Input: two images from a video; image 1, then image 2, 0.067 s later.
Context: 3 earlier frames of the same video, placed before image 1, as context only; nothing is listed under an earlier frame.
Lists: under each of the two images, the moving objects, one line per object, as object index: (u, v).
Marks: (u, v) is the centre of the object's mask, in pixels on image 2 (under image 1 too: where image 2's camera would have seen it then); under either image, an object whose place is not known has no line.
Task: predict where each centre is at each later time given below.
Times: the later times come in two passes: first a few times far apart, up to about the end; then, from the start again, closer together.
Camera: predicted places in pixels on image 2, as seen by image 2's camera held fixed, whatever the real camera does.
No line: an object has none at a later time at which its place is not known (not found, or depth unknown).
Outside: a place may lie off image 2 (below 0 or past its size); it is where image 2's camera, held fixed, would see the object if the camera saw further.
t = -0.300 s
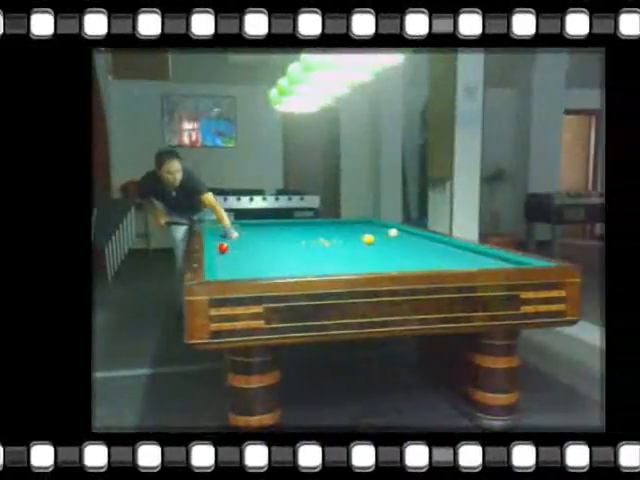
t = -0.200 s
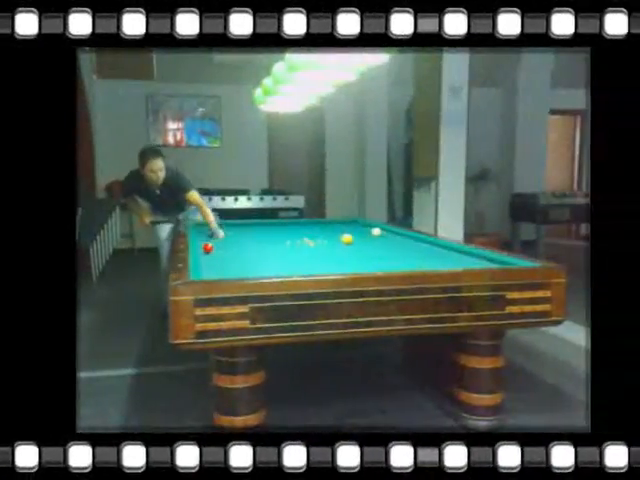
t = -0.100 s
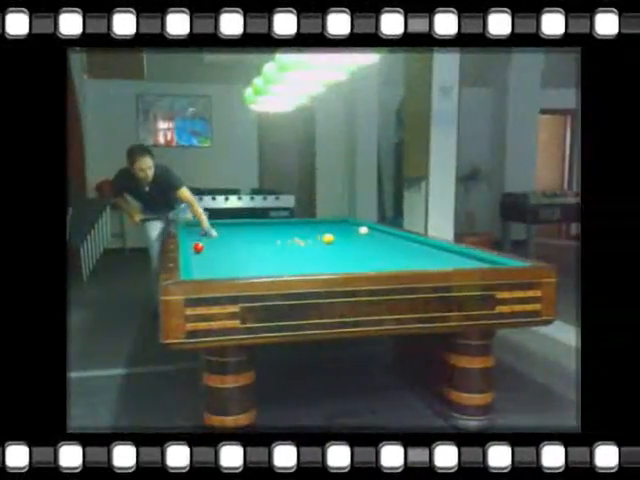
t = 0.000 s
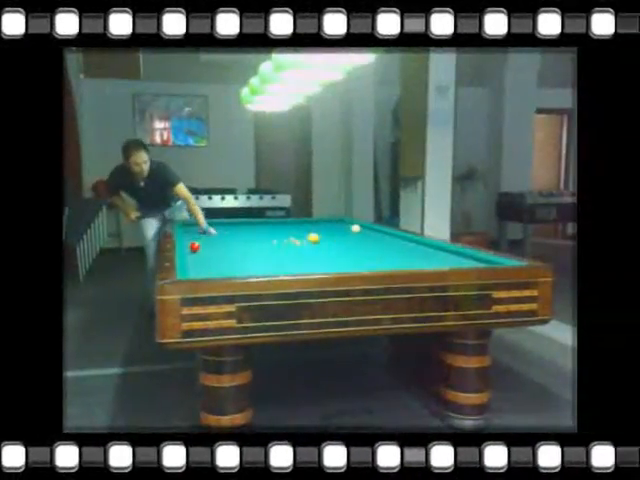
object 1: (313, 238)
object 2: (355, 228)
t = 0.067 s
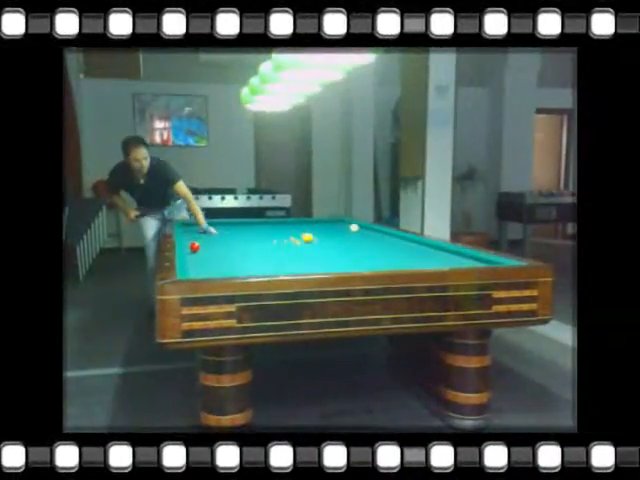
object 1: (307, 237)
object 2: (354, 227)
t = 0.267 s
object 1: (293, 237)
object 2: (350, 226)
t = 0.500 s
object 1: (272, 236)
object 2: (343, 223)
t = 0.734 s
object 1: (256, 236)
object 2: (340, 222)
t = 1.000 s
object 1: (234, 235)
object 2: (333, 220)
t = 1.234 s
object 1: (220, 235)
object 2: (331, 220)
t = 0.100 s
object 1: (307, 237)
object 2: (354, 227)
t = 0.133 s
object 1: (305, 237)
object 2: (354, 227)
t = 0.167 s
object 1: (301, 237)
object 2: (352, 227)
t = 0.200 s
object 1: (298, 237)
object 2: (351, 227)
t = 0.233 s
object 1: (295, 236)
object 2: (350, 226)
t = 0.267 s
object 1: (293, 237)
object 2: (350, 226)
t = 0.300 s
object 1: (291, 237)
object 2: (350, 226)
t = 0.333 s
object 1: (288, 236)
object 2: (348, 225)
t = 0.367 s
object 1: (282, 237)
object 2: (346, 225)
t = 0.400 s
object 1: (280, 237)
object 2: (345, 224)
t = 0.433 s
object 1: (277, 237)
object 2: (345, 224)
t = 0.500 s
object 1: (272, 236)
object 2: (343, 223)
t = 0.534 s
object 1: (270, 236)
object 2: (342, 223)
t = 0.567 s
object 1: (267, 237)
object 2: (341, 223)
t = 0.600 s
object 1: (264, 236)
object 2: (341, 223)
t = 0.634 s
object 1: (262, 236)
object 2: (341, 223)
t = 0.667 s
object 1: (260, 236)
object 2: (340, 223)
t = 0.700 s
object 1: (258, 236)
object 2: (340, 223)
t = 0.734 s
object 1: (256, 236)
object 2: (340, 222)
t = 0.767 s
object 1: (252, 236)
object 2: (338, 222)
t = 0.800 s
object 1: (246, 235)
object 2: (336, 221)
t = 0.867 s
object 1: (244, 236)
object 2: (336, 221)
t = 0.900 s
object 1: (241, 236)
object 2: (335, 221)
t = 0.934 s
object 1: (239, 235)
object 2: (334, 220)
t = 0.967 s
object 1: (237, 235)
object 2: (333, 220)
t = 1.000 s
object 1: (234, 235)
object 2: (333, 220)
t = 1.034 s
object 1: (232, 235)
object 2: (332, 220)
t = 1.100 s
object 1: (228, 235)
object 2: (331, 219)
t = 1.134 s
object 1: (225, 235)
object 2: (331, 219)
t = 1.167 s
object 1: (223, 235)
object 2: (331, 219)
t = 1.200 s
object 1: (220, 235)
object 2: (331, 220)
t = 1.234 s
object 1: (220, 235)
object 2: (331, 220)
